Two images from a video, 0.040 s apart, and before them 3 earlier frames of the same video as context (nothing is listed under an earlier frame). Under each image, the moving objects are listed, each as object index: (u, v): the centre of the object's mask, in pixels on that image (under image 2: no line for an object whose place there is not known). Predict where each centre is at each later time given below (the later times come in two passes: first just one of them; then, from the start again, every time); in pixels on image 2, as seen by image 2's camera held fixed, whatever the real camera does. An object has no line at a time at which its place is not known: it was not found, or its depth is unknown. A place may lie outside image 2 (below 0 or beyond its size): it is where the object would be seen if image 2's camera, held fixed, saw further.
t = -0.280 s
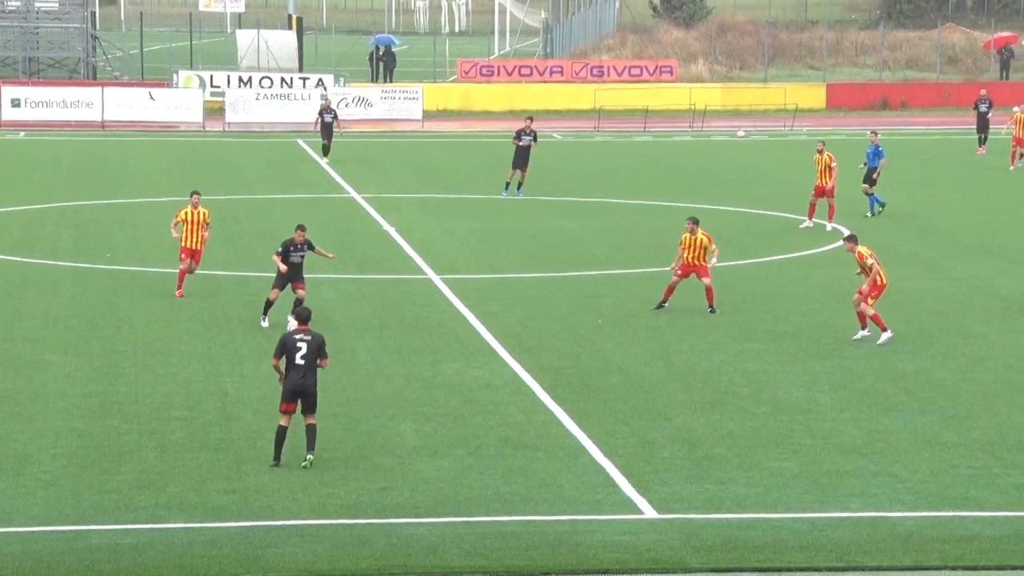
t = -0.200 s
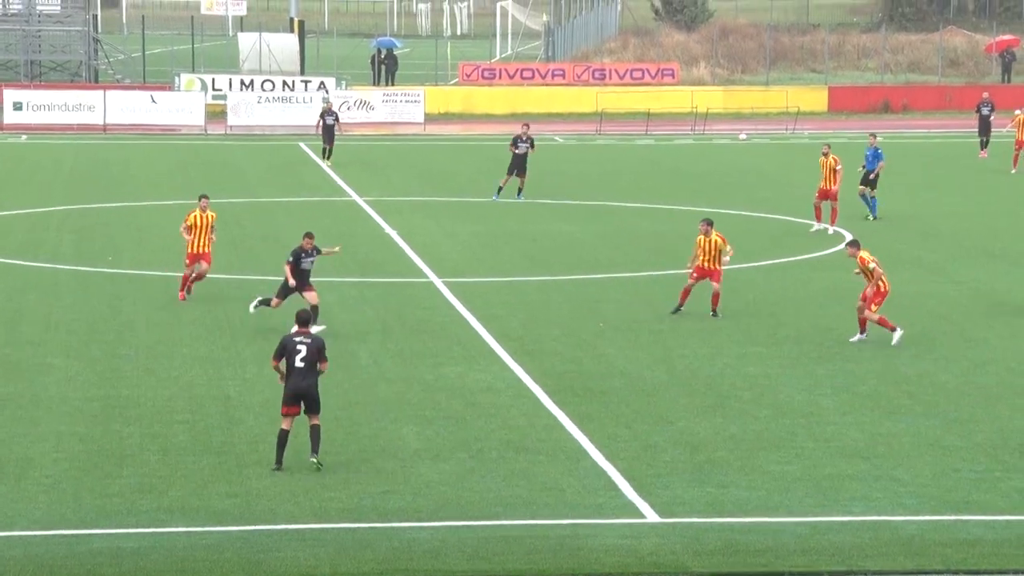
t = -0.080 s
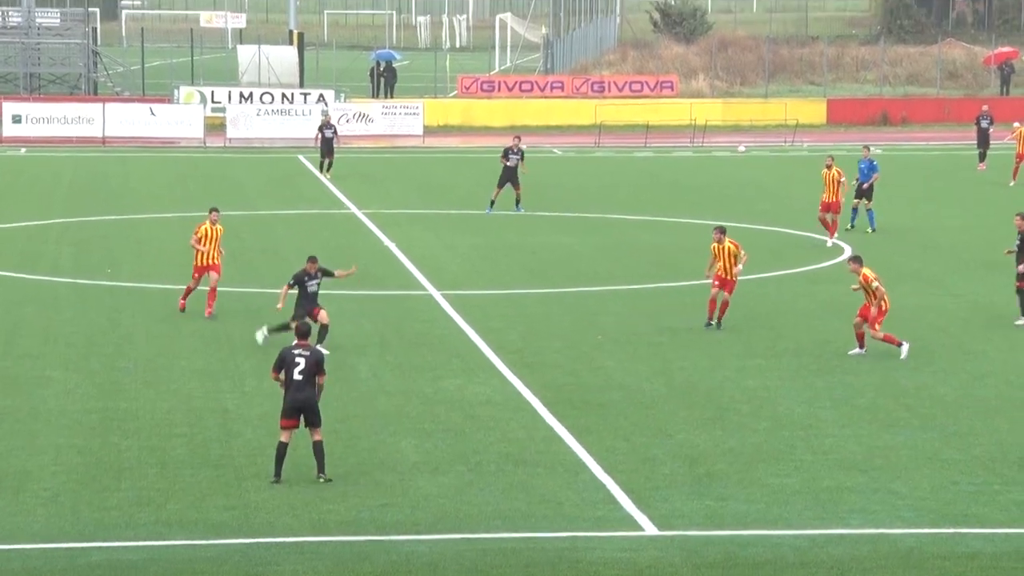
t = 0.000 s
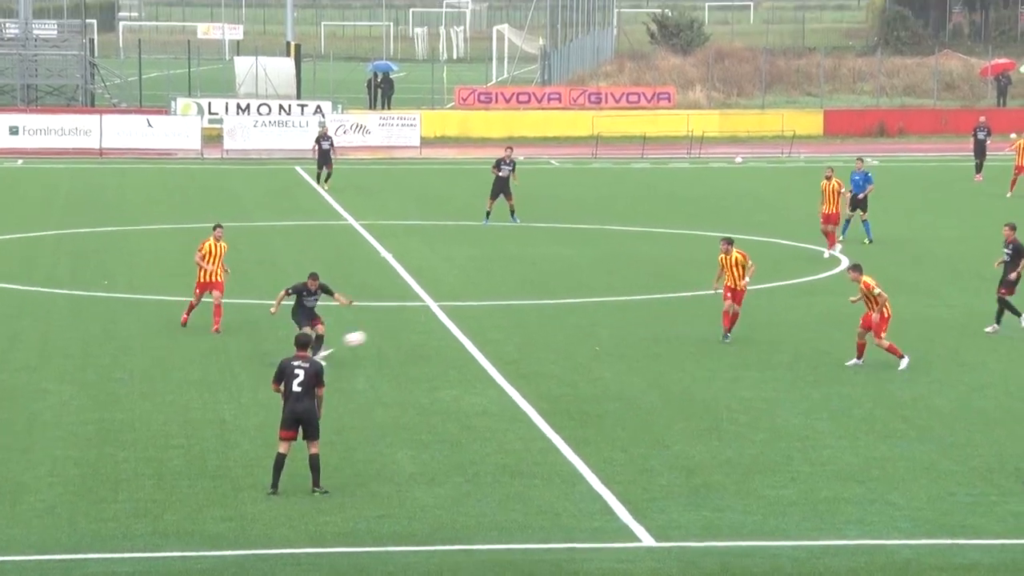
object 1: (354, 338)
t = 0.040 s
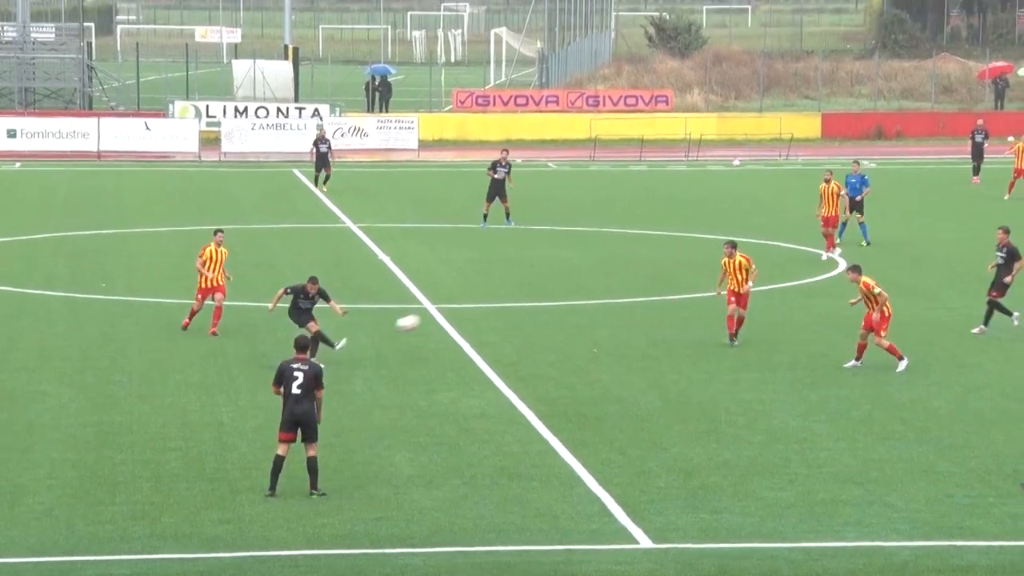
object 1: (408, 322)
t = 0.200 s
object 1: (624, 253)
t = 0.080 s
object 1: (463, 304)
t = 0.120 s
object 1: (518, 287)
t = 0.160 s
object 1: (571, 270)
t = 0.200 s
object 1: (624, 253)
